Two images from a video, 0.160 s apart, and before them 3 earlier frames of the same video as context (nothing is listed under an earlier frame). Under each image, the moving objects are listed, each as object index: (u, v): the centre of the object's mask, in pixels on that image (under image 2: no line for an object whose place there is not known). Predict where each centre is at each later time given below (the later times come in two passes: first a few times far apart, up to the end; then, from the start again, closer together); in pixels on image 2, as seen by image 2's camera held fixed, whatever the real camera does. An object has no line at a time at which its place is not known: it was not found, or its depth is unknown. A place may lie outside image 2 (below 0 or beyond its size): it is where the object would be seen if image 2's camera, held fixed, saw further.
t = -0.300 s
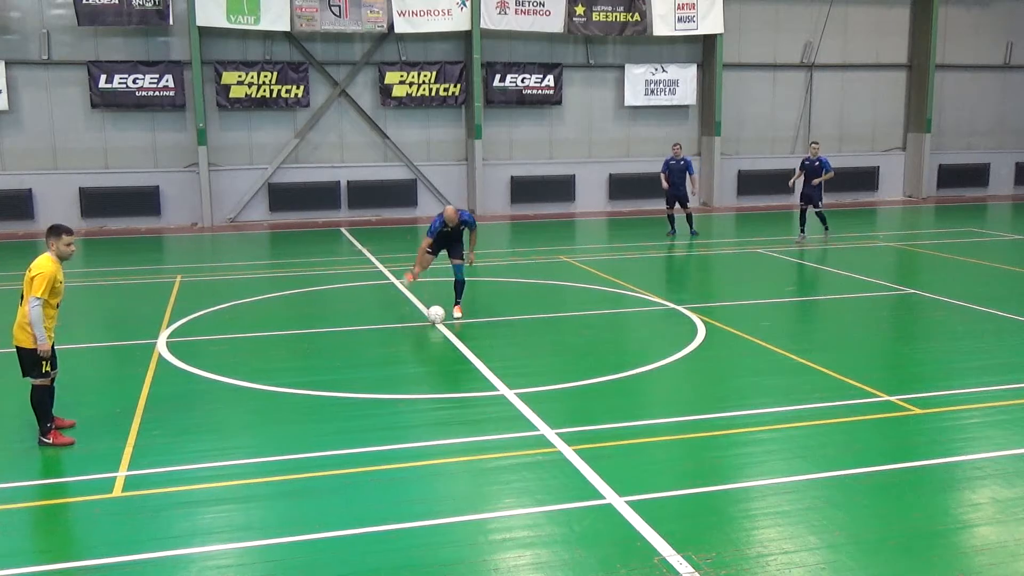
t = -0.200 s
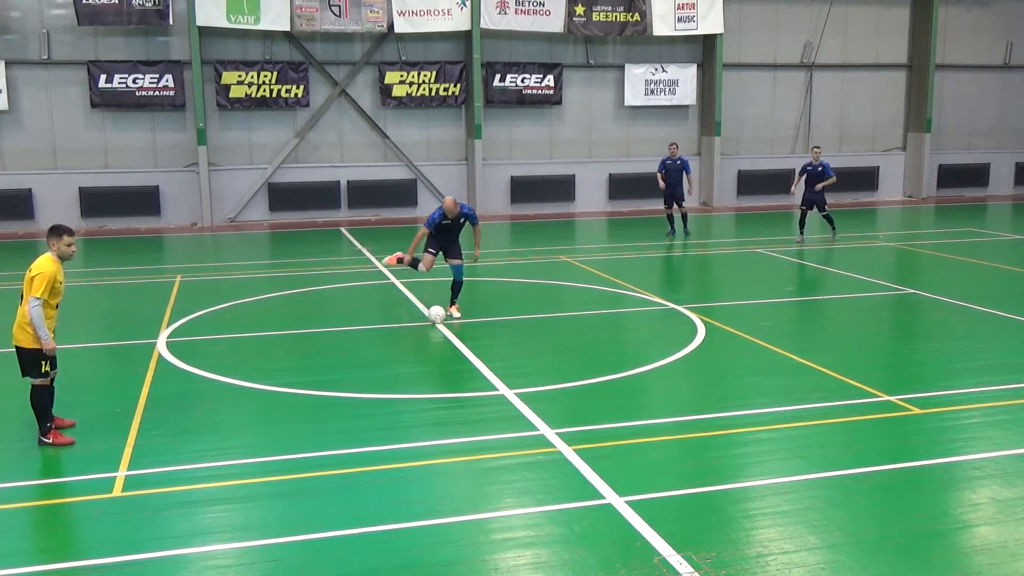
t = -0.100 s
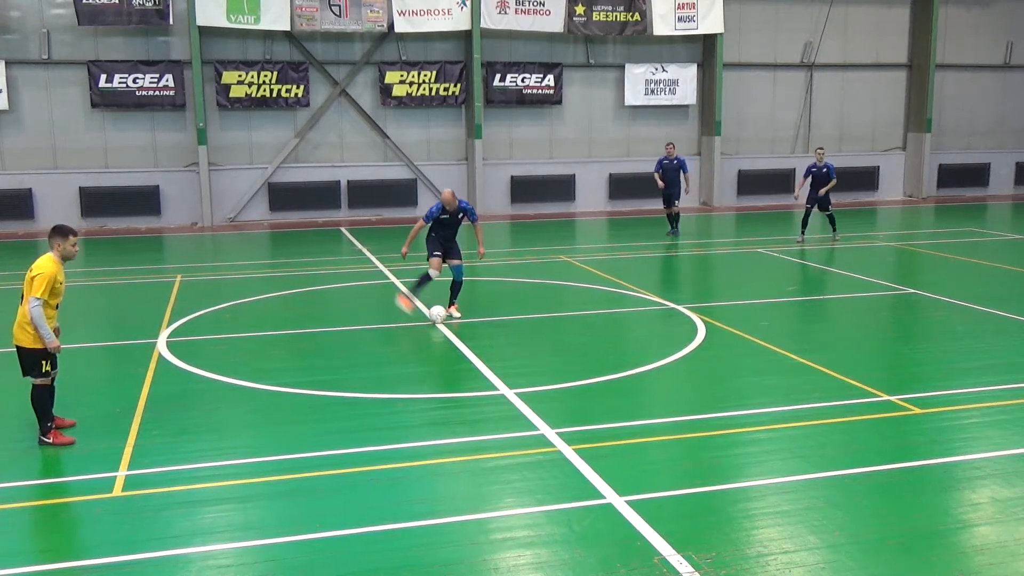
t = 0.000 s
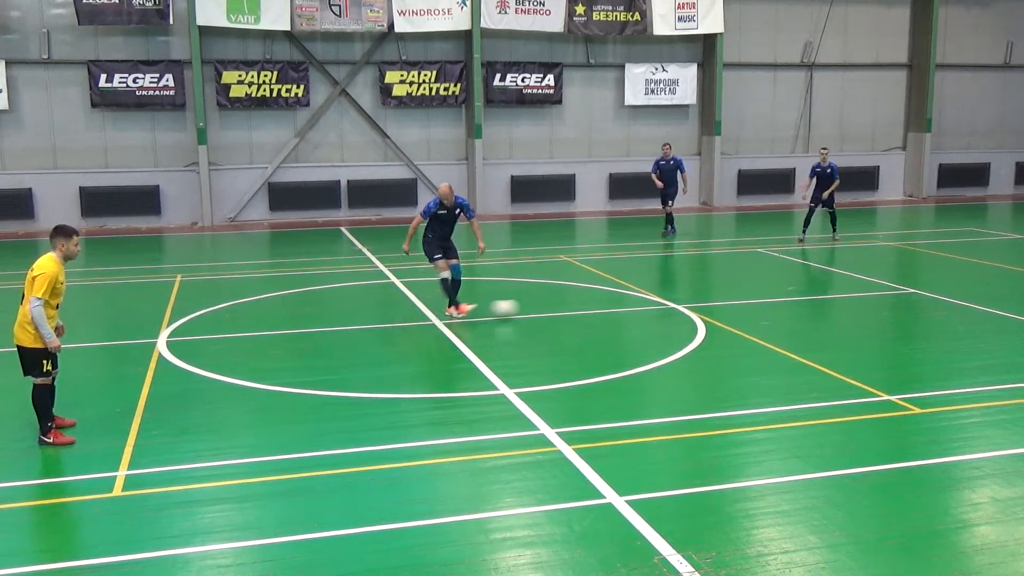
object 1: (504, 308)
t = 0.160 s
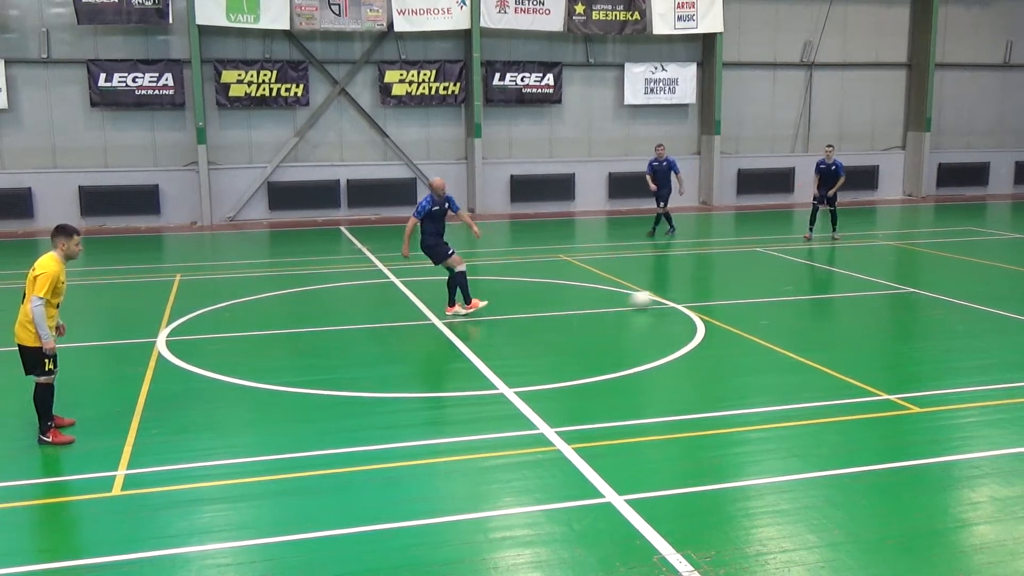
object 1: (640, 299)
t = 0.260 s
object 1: (716, 294)
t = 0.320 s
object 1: (756, 292)
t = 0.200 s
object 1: (673, 297)
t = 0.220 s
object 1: (688, 297)
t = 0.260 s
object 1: (716, 294)
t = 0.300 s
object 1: (744, 293)
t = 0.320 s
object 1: (756, 292)
